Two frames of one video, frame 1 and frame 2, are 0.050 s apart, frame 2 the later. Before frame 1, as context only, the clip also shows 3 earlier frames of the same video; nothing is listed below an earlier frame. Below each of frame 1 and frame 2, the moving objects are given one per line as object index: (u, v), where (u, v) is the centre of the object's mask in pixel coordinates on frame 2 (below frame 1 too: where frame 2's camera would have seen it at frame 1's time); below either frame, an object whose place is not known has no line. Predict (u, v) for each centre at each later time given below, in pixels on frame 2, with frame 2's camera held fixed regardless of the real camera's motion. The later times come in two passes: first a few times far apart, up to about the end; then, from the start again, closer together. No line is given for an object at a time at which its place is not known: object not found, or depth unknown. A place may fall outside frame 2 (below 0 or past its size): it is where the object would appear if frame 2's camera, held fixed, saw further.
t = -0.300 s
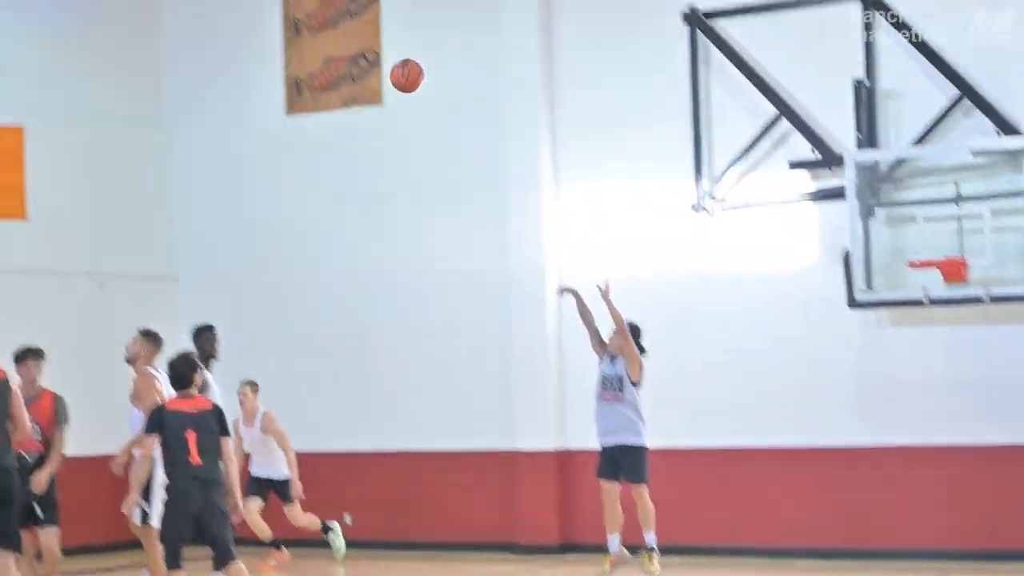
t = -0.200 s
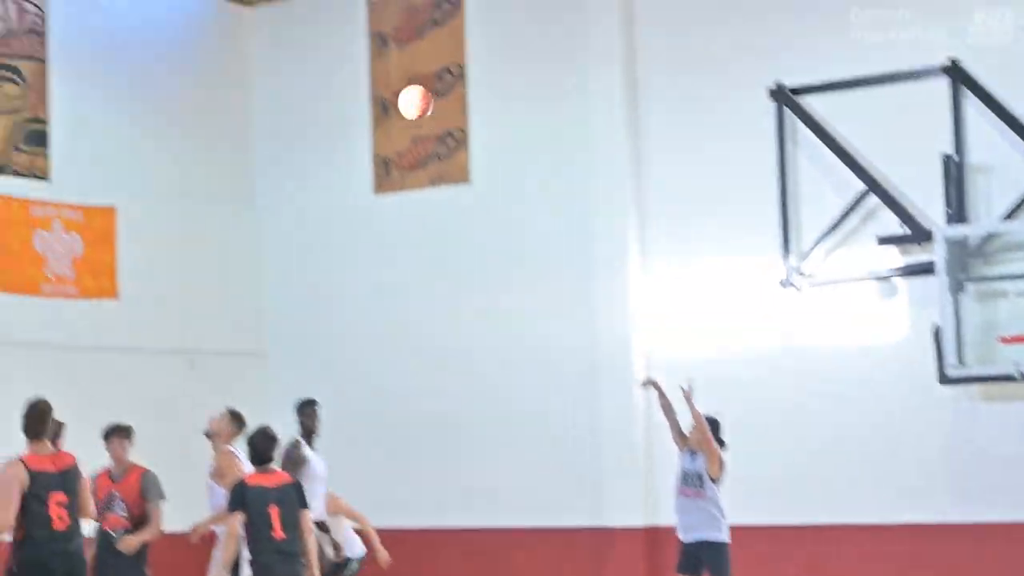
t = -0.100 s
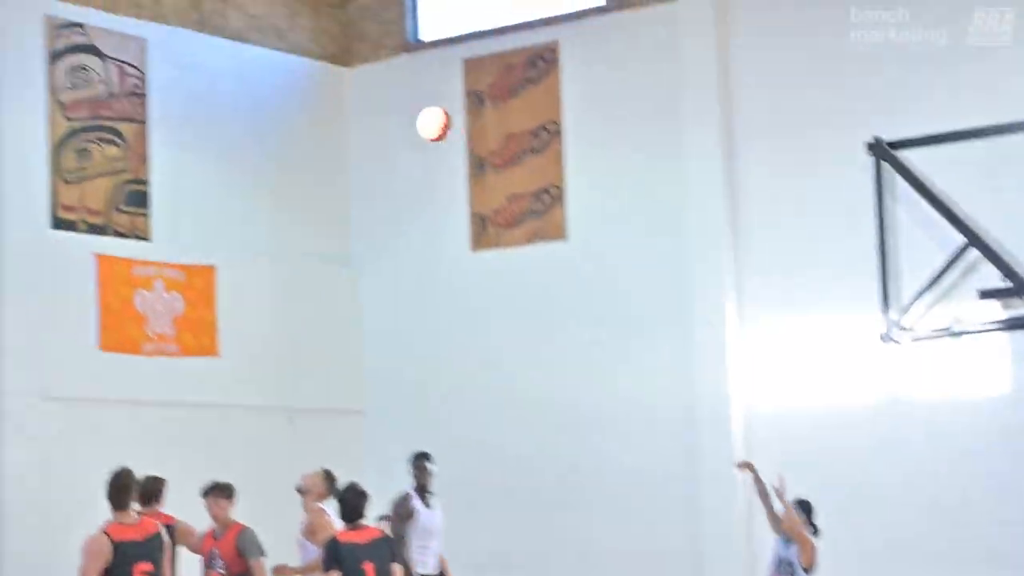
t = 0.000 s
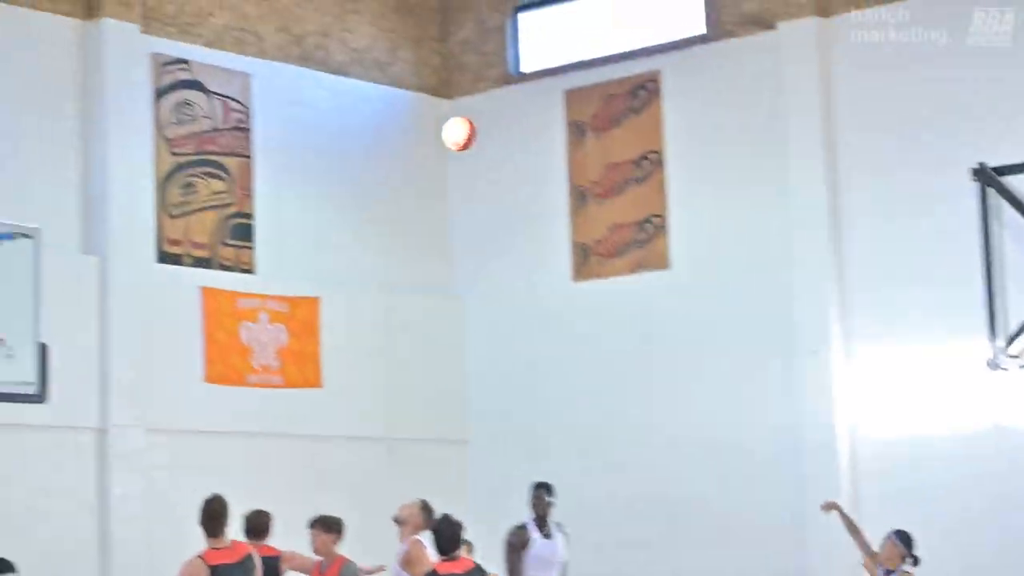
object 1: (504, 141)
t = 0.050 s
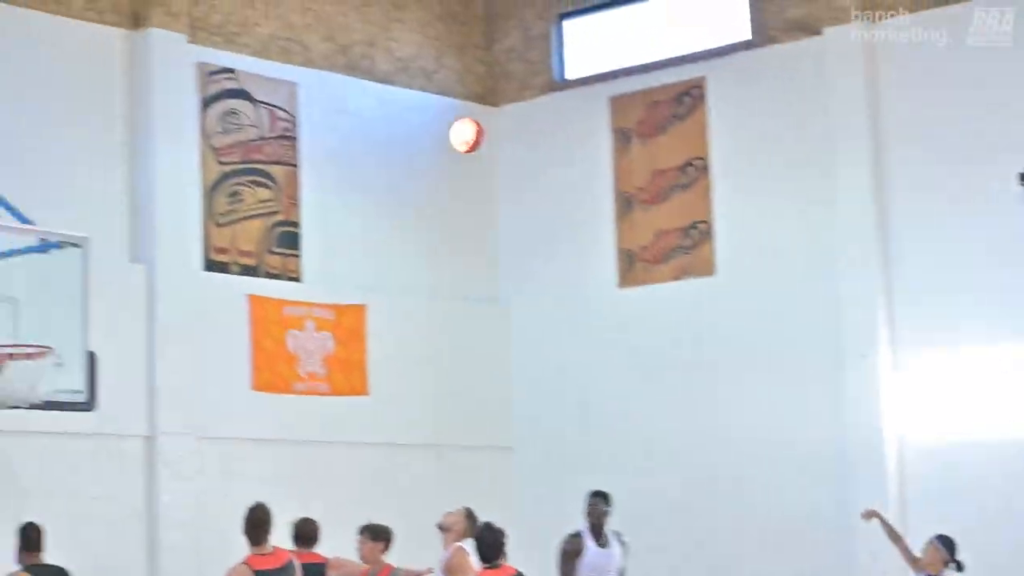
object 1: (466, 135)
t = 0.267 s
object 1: (303, 153)
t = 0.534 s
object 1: (106, 263)
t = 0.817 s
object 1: (13, 420)
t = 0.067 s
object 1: (453, 134)
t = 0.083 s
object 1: (441, 134)
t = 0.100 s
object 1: (429, 133)
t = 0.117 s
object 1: (416, 133)
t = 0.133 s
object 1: (404, 134)
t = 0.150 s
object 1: (391, 135)
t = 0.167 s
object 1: (378, 137)
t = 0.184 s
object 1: (366, 138)
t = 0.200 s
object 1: (353, 140)
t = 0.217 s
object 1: (341, 143)
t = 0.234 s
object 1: (328, 146)
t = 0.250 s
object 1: (315, 149)
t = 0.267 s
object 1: (303, 153)
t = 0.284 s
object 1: (290, 157)
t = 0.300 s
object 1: (277, 161)
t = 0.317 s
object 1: (264, 166)
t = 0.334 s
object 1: (252, 171)
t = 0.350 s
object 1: (241, 176)
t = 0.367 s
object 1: (228, 182)
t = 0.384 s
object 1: (216, 188)
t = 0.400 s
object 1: (204, 196)
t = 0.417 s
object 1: (191, 202)
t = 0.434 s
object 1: (178, 210)
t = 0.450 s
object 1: (166, 218)
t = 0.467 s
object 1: (154, 226)
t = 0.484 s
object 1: (142, 235)
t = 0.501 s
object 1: (130, 244)
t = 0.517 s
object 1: (118, 253)
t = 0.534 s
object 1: (106, 263)
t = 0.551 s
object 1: (94, 273)
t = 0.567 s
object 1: (83, 284)
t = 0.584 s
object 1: (71, 295)
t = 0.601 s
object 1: (59, 307)
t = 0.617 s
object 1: (46, 318)
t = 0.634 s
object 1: (34, 331)
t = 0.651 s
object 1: (22, 343)
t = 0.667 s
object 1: (12, 356)
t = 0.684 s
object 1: (0, 367)
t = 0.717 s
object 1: (1, 377)
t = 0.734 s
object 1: (2, 379)
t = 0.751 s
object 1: (7, 396)
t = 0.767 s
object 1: (8, 401)
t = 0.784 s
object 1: (10, 407)
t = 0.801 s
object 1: (11, 413)
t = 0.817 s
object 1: (13, 420)
